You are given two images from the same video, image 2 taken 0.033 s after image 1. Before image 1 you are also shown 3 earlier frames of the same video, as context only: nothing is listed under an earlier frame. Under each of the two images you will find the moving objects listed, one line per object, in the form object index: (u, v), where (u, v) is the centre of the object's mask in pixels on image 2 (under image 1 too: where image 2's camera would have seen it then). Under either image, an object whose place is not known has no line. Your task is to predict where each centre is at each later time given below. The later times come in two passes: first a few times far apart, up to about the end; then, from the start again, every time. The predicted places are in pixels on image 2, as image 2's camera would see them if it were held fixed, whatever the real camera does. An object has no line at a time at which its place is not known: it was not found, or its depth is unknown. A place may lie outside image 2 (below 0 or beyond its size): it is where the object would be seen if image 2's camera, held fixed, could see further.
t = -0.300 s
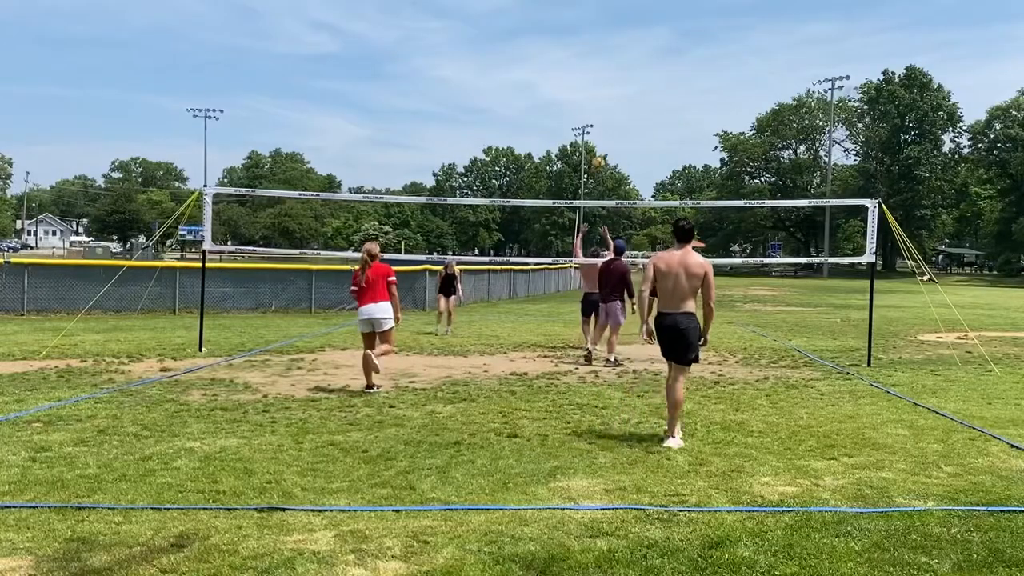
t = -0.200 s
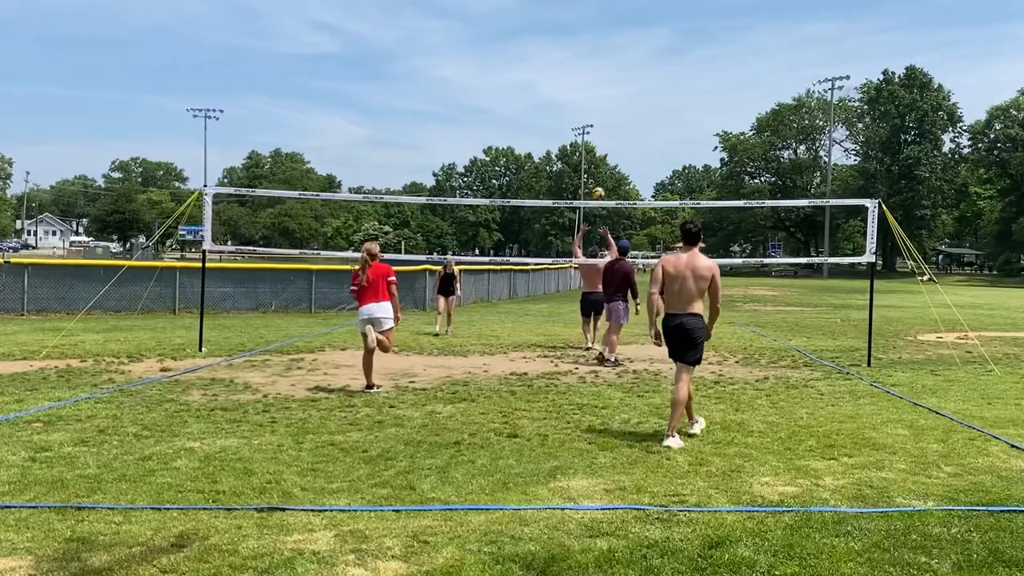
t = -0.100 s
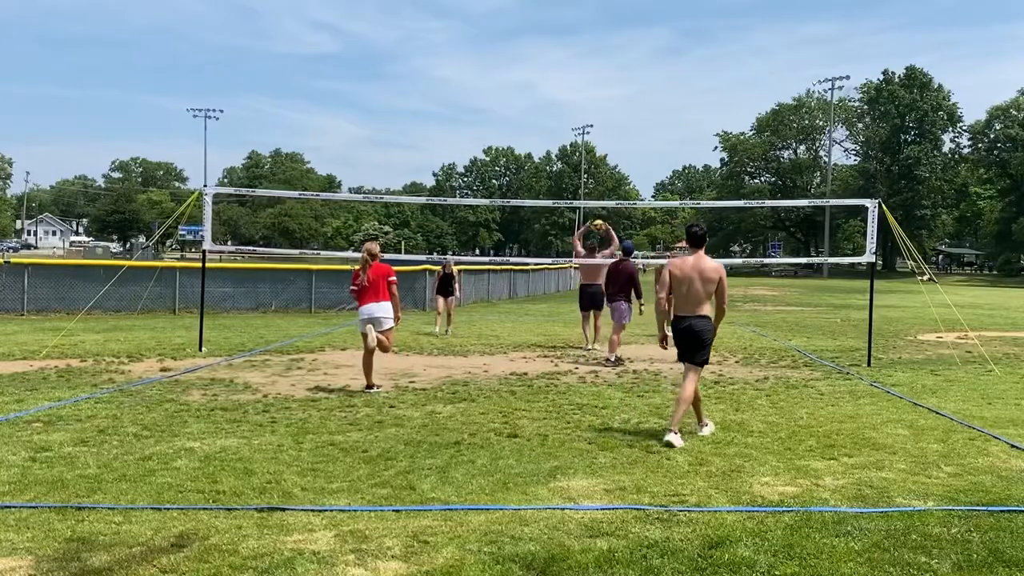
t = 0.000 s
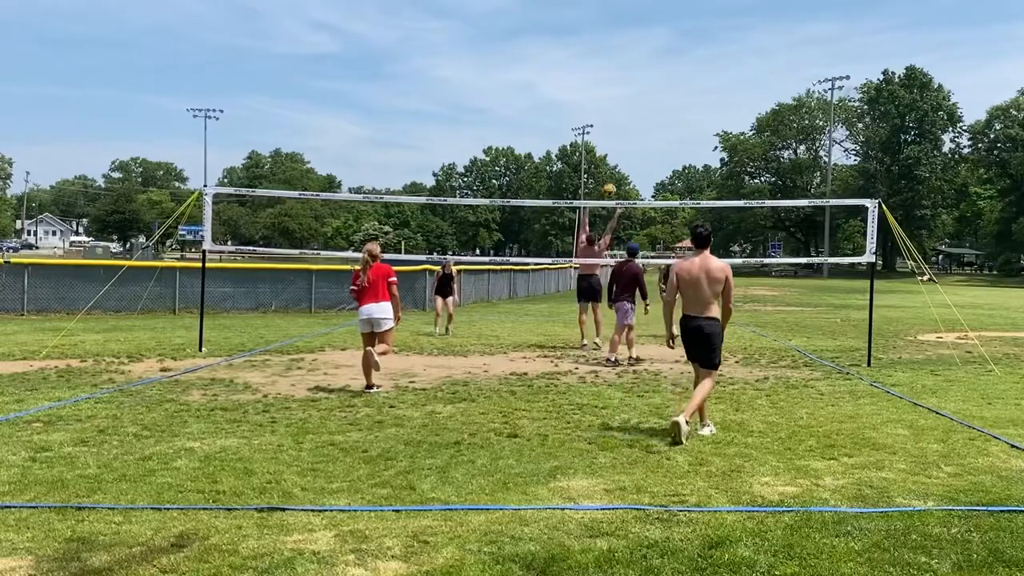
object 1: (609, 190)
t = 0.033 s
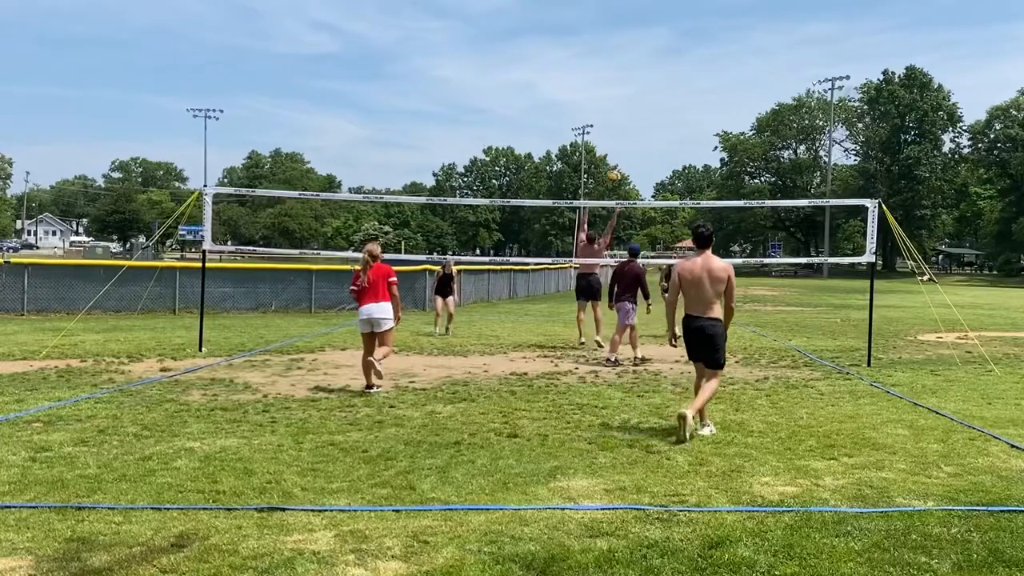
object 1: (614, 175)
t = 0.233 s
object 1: (640, 112)
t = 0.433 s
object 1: (665, 71)
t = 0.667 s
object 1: (693, 54)
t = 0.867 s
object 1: (717, 66)
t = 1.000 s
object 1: (732, 87)
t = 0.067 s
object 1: (618, 164)
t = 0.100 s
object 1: (622, 153)
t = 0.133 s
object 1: (627, 141)
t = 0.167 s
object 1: (631, 131)
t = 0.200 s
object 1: (636, 121)
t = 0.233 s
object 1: (640, 112)
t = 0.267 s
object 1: (644, 103)
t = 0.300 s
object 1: (648, 96)
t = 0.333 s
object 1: (652, 89)
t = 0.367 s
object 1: (657, 82)
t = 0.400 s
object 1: (661, 76)
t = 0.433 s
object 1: (665, 71)
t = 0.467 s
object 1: (669, 66)
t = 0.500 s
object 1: (673, 63)
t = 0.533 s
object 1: (677, 60)
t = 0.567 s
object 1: (681, 57)
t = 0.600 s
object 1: (685, 56)
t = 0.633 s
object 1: (689, 54)
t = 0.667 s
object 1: (693, 54)
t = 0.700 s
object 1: (698, 54)
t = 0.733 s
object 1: (701, 55)
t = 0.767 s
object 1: (706, 57)
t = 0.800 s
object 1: (710, 59)
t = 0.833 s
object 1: (713, 62)
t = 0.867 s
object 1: (717, 66)
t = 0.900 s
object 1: (721, 71)
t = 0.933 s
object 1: (724, 76)
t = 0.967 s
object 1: (728, 81)
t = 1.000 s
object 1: (732, 87)
